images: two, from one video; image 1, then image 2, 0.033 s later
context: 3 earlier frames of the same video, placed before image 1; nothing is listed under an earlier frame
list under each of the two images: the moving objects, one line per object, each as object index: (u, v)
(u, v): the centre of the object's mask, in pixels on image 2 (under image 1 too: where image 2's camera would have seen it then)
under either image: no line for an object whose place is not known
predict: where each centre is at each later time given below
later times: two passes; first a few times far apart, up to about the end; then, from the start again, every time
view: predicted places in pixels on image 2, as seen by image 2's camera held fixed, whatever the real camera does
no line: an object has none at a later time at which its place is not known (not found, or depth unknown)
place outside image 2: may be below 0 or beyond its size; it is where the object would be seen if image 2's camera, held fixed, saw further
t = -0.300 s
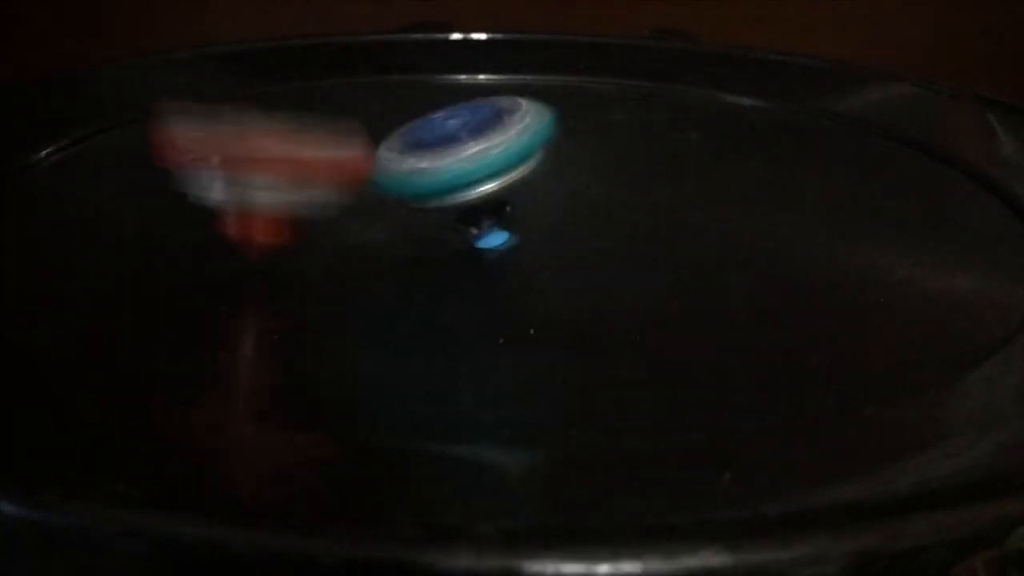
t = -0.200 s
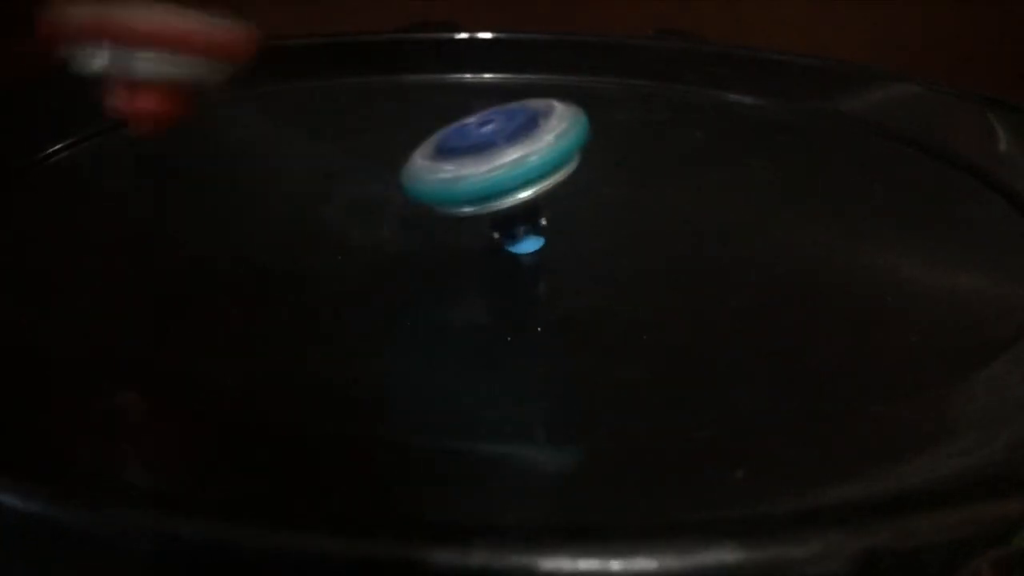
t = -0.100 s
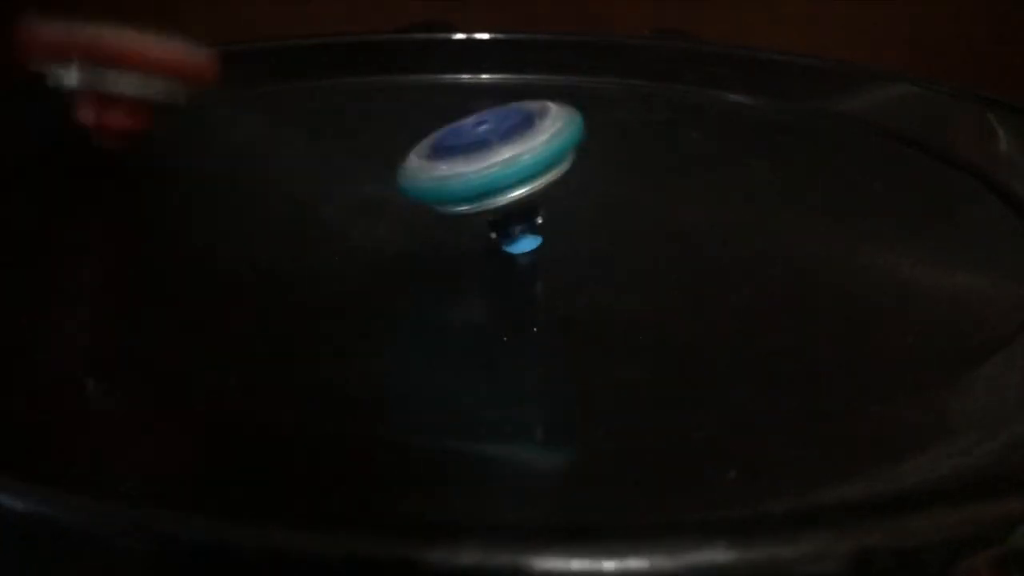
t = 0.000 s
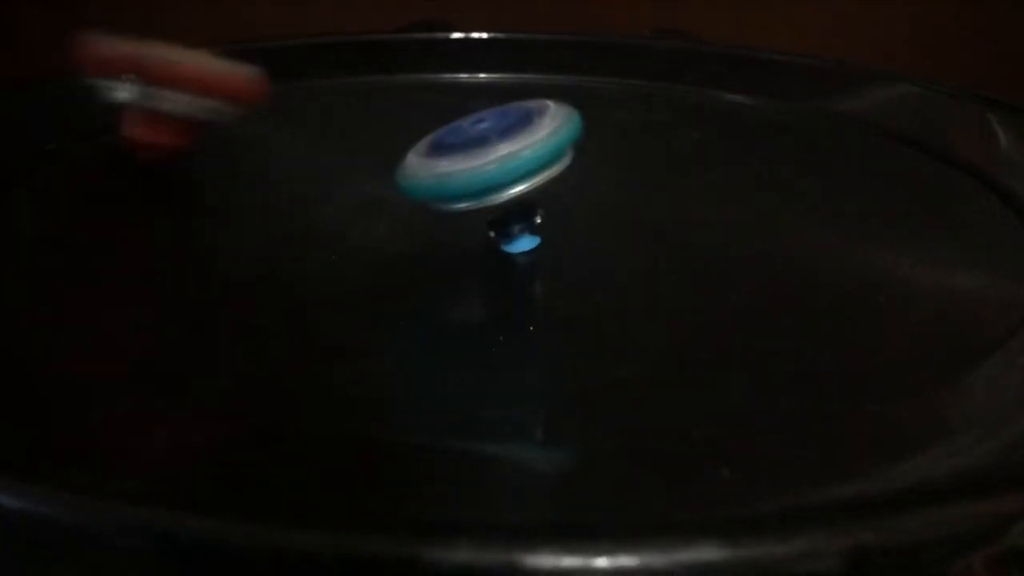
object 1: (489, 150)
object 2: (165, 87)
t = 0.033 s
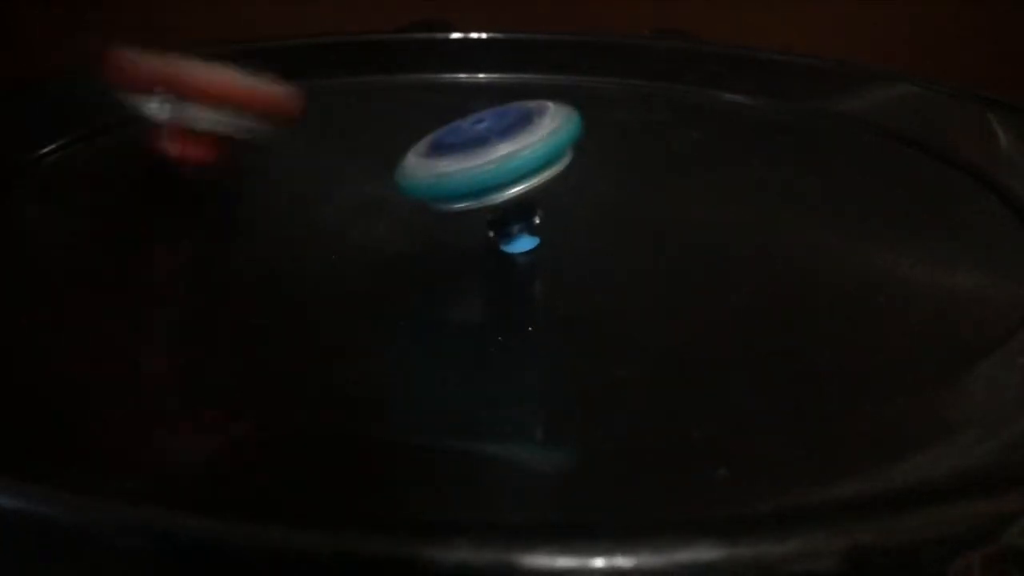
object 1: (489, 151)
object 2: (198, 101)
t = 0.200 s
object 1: (536, 161)
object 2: (316, 143)
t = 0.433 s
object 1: (690, 198)
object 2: (182, 61)
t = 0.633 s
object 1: (729, 200)
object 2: (130, 38)
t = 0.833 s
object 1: (727, 194)
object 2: (322, 141)
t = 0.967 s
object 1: (851, 150)
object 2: (553, 114)
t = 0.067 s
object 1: (489, 149)
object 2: (237, 117)
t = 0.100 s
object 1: (488, 150)
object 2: (280, 131)
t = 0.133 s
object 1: (504, 152)
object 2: (309, 141)
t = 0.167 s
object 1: (521, 154)
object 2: (311, 143)
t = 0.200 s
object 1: (536, 161)
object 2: (316, 143)
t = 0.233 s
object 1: (539, 166)
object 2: (321, 144)
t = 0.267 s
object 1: (538, 167)
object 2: (332, 148)
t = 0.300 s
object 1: (538, 167)
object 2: (343, 153)
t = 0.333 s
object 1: (548, 167)
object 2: (348, 155)
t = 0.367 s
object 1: (605, 180)
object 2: (286, 124)
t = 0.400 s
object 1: (651, 190)
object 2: (229, 91)
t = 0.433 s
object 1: (690, 198)
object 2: (182, 61)
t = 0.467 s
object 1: (719, 202)
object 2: (157, 40)
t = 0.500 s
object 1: (734, 204)
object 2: (136, 33)
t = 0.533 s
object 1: (736, 205)
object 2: (117, 29)
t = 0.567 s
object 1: (734, 202)
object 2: (115, 28)
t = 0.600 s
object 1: (730, 201)
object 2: (121, 32)
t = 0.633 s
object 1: (729, 200)
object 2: (130, 38)
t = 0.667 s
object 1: (729, 198)
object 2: (145, 42)
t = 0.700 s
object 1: (729, 197)
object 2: (161, 55)
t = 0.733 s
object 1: (729, 197)
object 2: (186, 80)
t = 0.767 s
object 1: (727, 196)
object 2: (224, 89)
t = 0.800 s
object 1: (727, 194)
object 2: (271, 131)
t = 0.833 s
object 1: (727, 194)
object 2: (322, 141)
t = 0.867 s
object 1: (726, 194)
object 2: (387, 178)
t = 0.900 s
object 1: (728, 193)
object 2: (456, 197)
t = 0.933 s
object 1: (754, 181)
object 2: (524, 195)
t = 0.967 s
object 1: (851, 150)
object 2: (553, 114)
